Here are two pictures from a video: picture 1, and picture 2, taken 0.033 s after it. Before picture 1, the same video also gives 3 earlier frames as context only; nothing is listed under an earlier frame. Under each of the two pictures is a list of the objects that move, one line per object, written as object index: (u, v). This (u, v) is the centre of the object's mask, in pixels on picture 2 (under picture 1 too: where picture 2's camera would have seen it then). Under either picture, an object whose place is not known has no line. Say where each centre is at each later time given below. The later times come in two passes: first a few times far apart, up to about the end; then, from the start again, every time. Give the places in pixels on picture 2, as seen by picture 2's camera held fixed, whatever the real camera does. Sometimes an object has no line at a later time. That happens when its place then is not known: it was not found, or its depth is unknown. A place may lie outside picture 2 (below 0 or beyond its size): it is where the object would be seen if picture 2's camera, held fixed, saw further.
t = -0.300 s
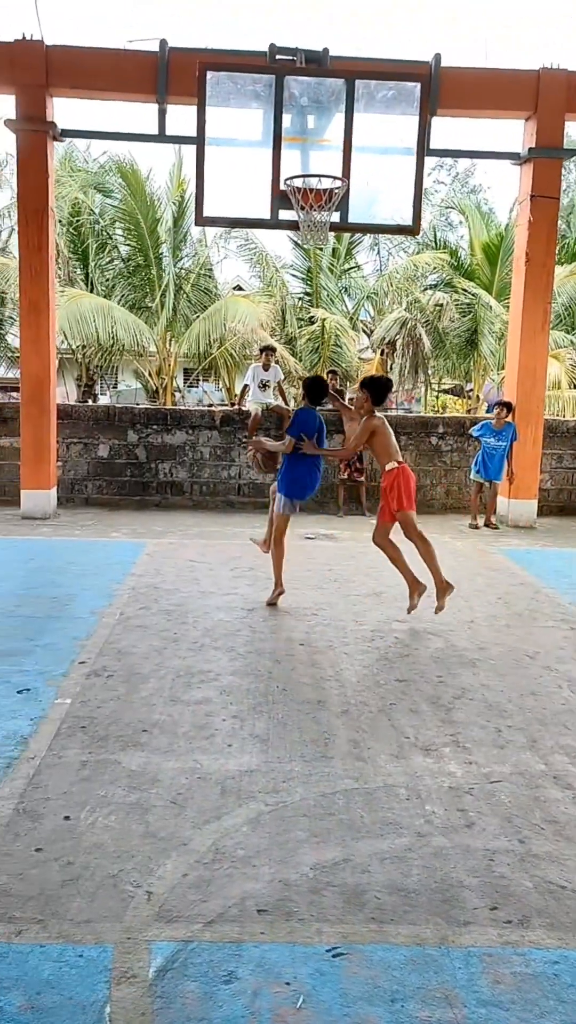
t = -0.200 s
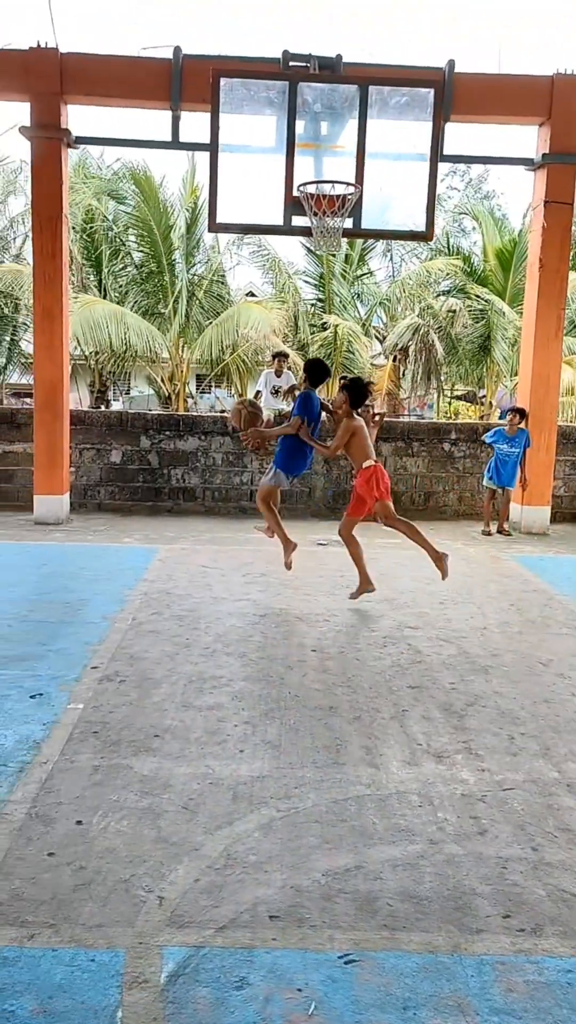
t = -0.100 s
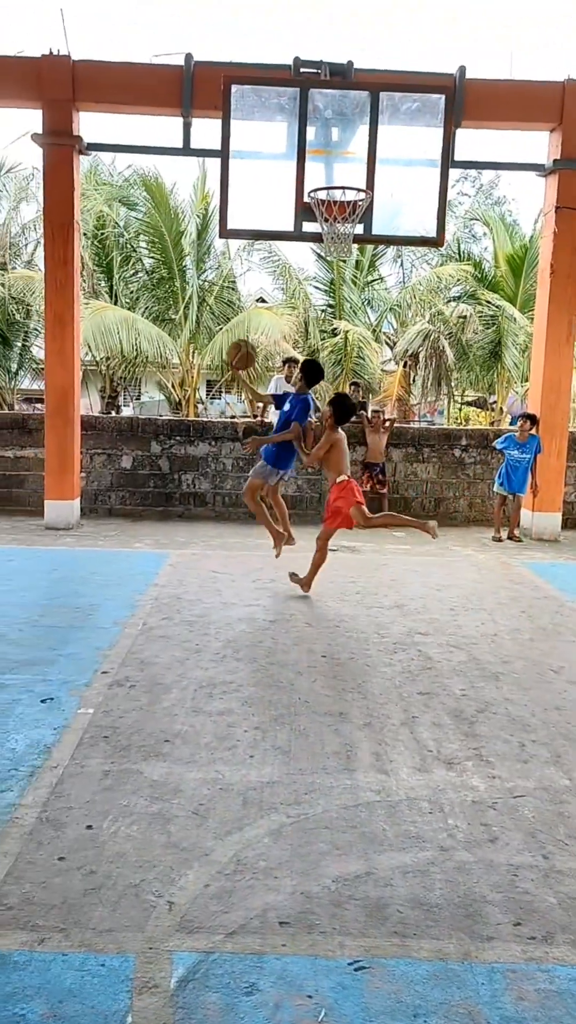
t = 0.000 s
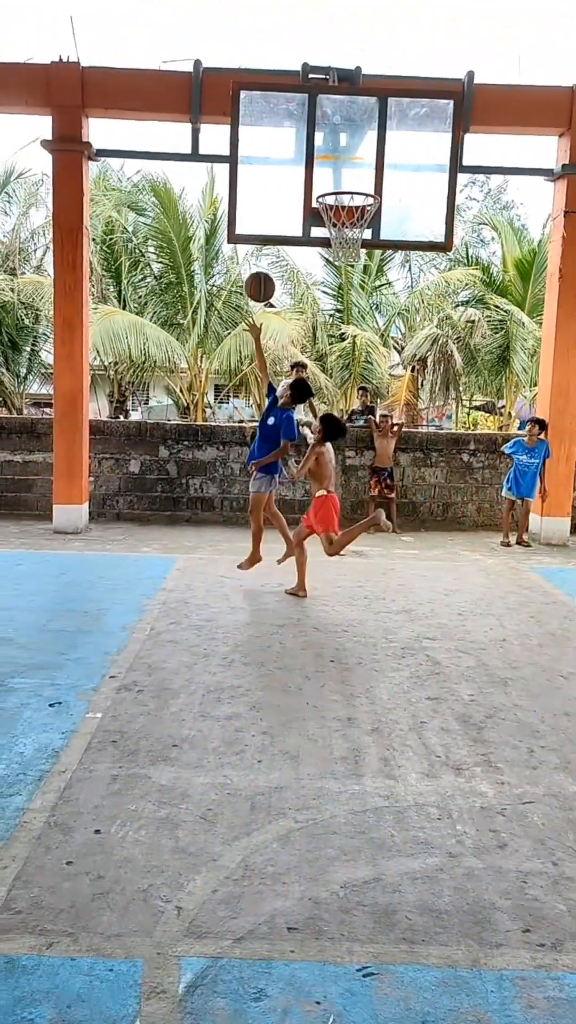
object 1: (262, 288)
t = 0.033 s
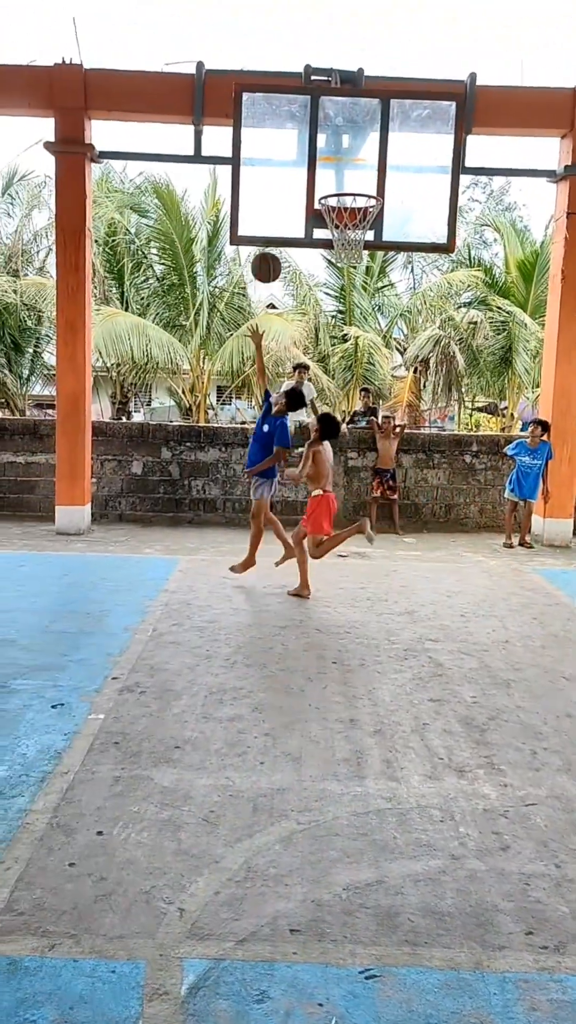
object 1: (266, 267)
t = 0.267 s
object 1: (290, 167)
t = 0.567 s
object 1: (317, 147)
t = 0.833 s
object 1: (324, 177)
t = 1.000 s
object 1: (315, 210)
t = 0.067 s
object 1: (269, 248)
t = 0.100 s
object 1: (273, 231)
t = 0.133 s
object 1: (277, 214)
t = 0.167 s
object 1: (280, 200)
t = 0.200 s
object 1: (283, 187)
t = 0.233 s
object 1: (286, 176)
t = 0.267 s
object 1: (290, 167)
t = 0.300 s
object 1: (293, 159)
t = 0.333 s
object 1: (296, 153)
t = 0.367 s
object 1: (299, 148)
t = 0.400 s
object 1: (302, 144)
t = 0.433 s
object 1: (305, 142)
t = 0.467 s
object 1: (308, 141)
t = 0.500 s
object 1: (311, 141)
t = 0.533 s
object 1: (314, 144)
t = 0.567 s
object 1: (317, 147)
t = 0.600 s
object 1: (320, 152)
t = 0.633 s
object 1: (323, 159)
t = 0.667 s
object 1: (326, 167)
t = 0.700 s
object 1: (329, 177)
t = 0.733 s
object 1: (328, 178)
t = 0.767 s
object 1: (327, 176)
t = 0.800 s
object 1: (325, 176)
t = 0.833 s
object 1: (324, 177)
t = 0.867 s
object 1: (322, 180)
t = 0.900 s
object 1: (321, 185)
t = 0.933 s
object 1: (318, 191)
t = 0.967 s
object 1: (316, 200)
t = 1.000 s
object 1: (315, 210)
